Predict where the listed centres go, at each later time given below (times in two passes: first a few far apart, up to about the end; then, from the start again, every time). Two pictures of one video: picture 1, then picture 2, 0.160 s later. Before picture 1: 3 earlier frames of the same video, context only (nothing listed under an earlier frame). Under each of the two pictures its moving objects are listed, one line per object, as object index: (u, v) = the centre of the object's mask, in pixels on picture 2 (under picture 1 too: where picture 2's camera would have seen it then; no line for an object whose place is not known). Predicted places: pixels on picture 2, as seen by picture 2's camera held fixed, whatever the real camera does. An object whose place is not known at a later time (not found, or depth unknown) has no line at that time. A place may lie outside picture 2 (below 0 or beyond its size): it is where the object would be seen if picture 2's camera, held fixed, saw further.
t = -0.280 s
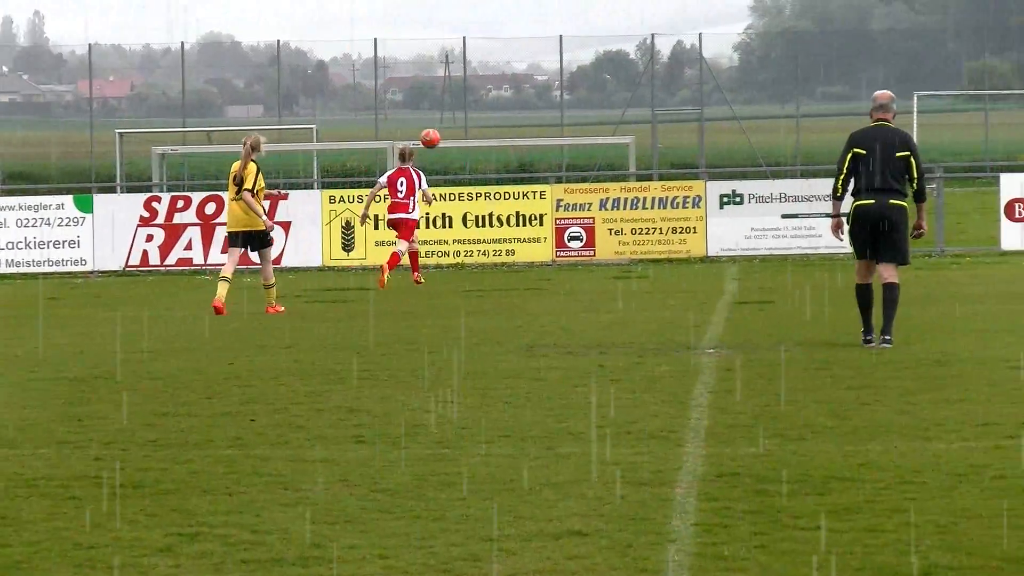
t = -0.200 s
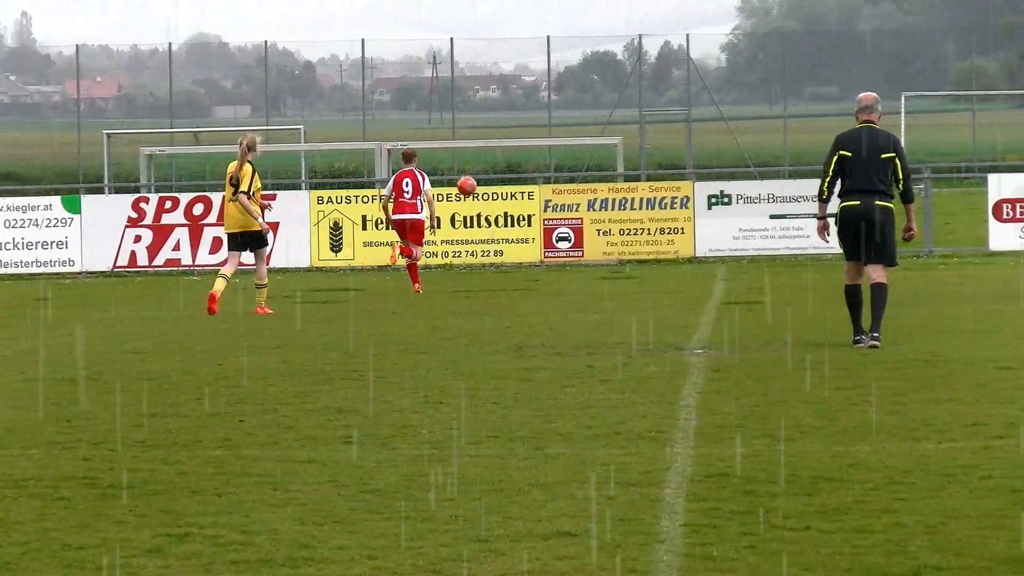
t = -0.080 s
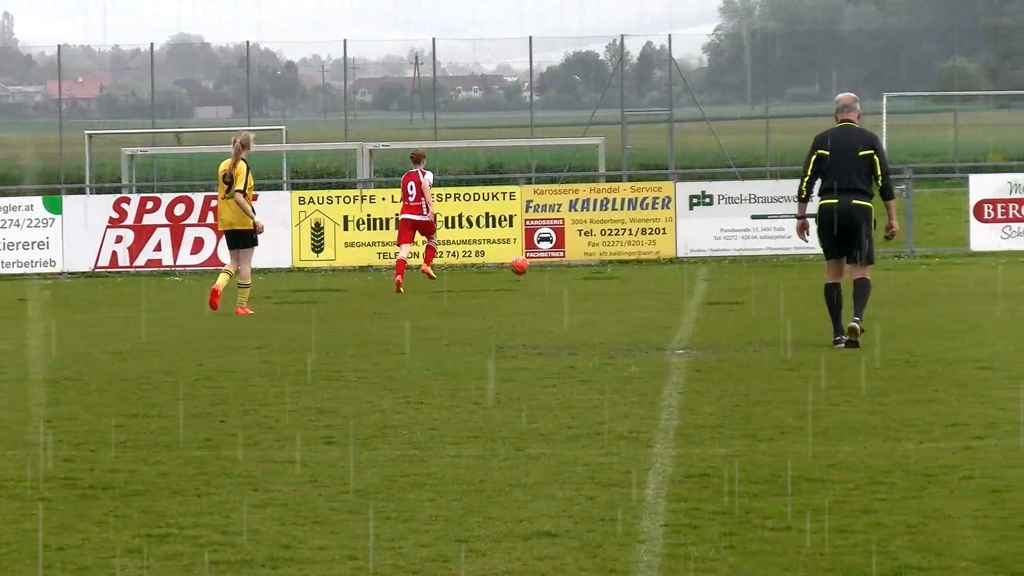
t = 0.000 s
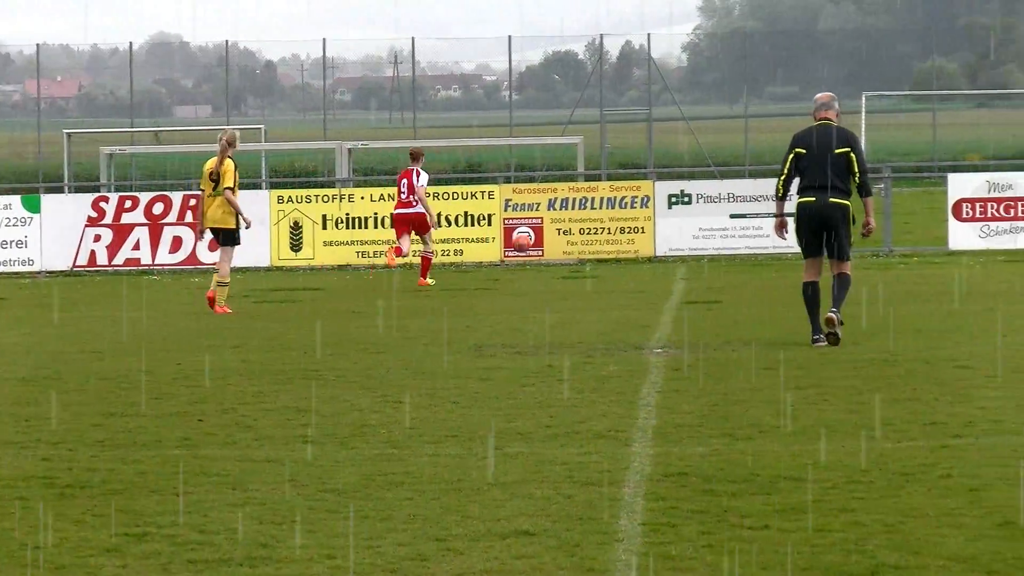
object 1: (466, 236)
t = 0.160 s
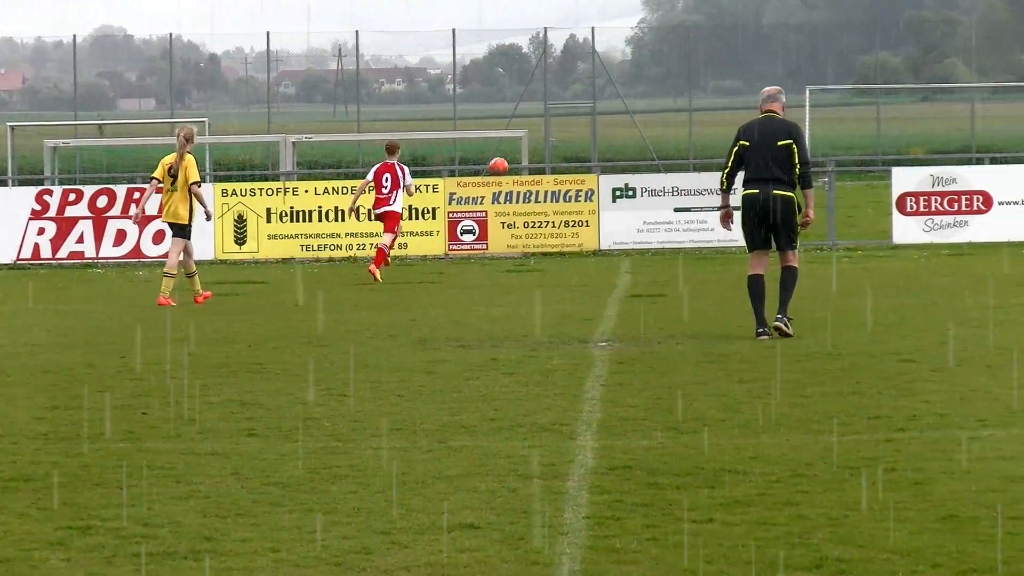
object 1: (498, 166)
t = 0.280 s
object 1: (523, 130)
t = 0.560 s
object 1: (579, 94)
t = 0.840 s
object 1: (635, 123)
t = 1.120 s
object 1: (690, 216)
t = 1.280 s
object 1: (720, 234)
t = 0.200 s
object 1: (506, 153)
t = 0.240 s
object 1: (515, 141)
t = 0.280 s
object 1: (523, 130)
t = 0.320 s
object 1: (531, 121)
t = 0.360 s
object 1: (539, 113)
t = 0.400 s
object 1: (547, 106)
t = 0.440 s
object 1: (555, 101)
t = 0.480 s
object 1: (563, 97)
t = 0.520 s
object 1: (571, 95)
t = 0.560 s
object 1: (579, 94)
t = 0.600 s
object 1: (588, 94)
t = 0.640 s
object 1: (595, 96)
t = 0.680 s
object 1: (603, 98)
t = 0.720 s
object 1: (612, 103)
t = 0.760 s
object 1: (620, 108)
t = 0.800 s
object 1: (627, 115)
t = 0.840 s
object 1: (635, 123)
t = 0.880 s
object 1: (643, 133)
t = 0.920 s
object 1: (651, 143)
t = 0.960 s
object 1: (659, 155)
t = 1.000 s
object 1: (667, 169)
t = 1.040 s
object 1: (675, 183)
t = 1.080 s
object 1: (683, 199)
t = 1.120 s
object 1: (690, 216)
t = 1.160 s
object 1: (698, 234)
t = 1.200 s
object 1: (706, 252)
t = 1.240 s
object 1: (713, 246)
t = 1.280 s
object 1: (720, 234)
